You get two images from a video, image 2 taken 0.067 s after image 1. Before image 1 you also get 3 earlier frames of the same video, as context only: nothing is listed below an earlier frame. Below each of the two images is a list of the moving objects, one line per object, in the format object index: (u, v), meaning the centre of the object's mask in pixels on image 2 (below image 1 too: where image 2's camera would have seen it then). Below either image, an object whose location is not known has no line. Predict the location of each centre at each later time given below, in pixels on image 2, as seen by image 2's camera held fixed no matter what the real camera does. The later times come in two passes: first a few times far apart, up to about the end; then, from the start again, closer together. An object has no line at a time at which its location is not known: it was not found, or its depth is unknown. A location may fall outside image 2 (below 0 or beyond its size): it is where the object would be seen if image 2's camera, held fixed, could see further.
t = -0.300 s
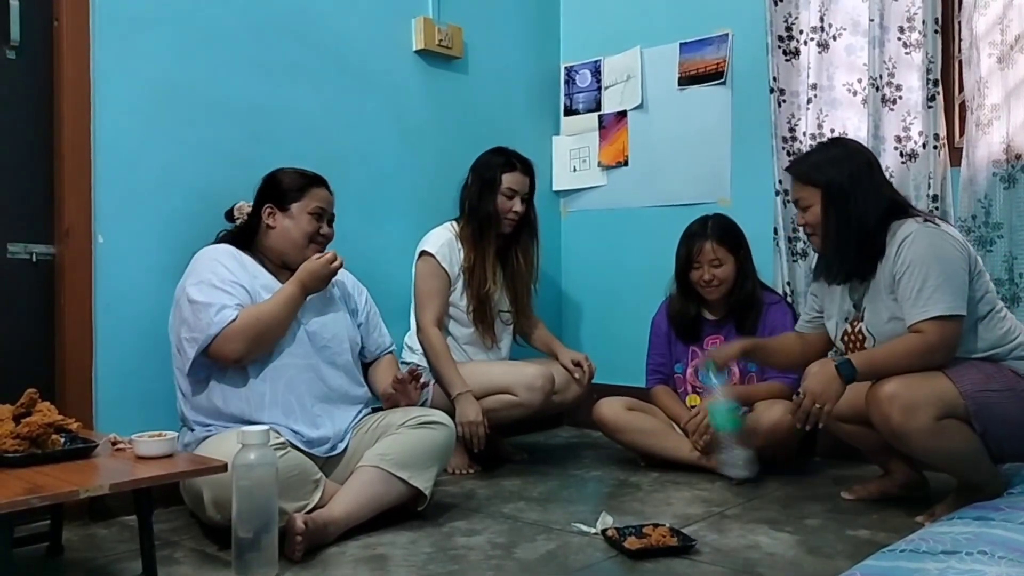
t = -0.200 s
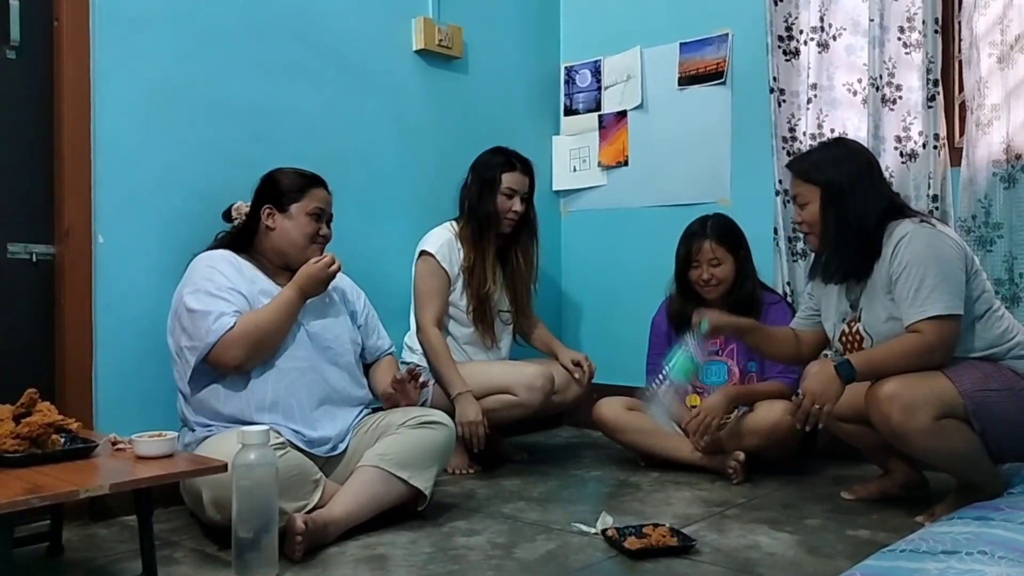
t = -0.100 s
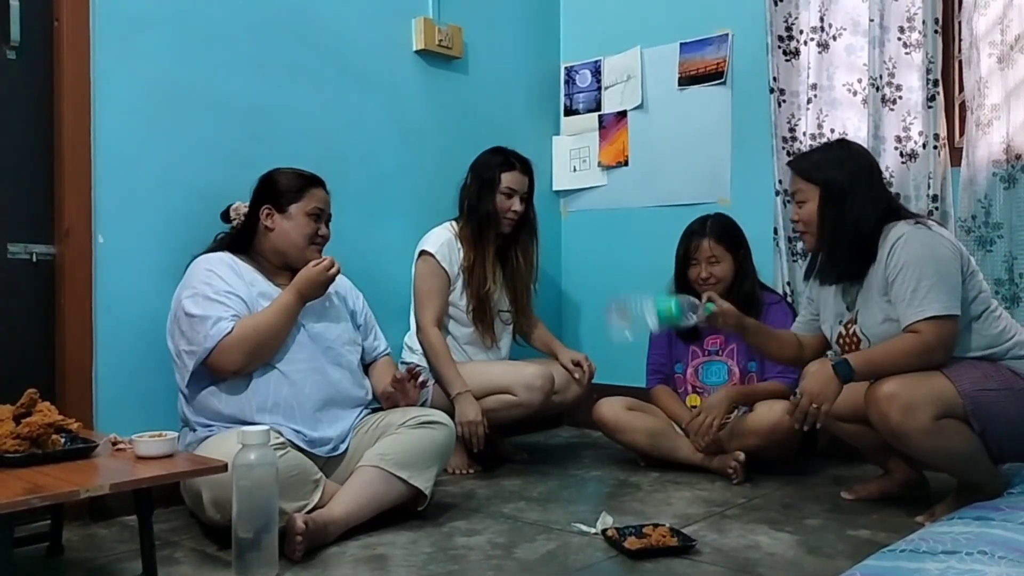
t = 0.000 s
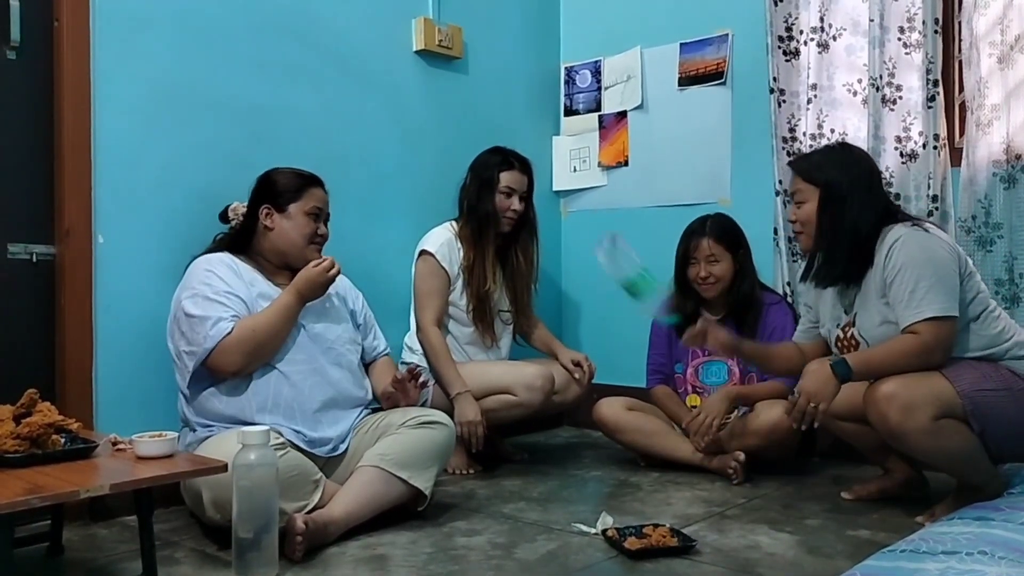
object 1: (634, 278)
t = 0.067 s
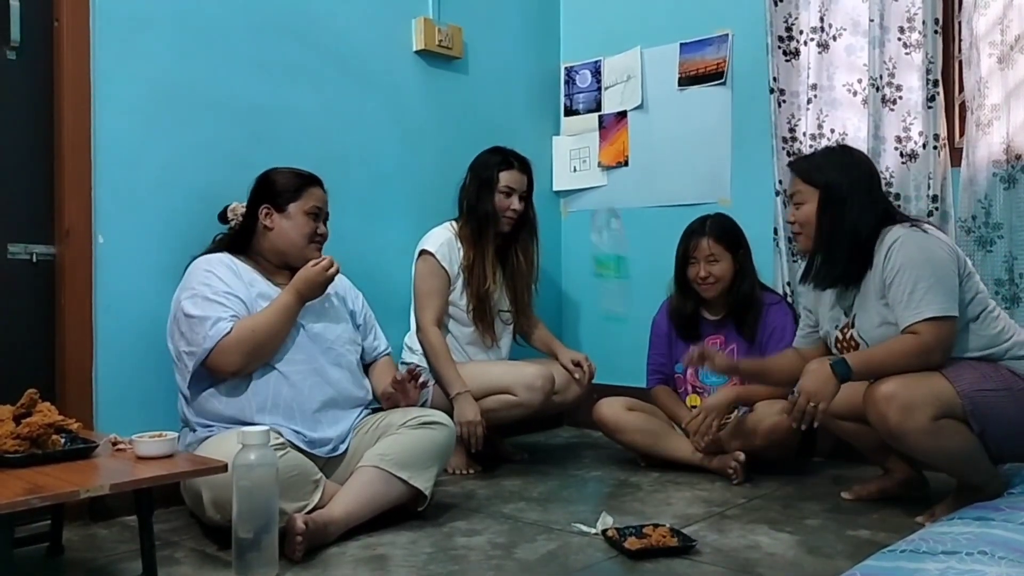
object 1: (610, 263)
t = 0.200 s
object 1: (567, 255)
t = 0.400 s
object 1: (558, 373)
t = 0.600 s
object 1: (535, 462)
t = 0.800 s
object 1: (509, 493)
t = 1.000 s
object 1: (509, 494)
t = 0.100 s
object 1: (599, 260)
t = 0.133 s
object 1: (587, 251)
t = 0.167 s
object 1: (574, 253)
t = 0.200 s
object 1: (567, 255)
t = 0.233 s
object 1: (562, 261)
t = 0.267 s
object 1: (560, 272)
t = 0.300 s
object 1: (558, 289)
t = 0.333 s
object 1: (556, 312)
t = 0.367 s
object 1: (557, 339)
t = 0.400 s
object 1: (558, 373)
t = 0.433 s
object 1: (562, 423)
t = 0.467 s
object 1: (558, 456)
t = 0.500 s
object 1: (555, 457)
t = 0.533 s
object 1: (547, 459)
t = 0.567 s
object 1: (541, 461)
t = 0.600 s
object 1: (535, 462)
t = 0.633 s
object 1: (528, 466)
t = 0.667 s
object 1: (521, 473)
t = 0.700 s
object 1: (513, 484)
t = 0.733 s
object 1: (511, 492)
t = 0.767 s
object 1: (510, 492)
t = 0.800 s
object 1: (509, 493)
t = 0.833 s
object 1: (509, 493)
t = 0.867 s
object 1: (509, 493)
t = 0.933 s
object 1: (508, 493)
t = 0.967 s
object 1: (509, 493)
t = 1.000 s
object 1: (509, 494)
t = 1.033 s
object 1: (509, 493)
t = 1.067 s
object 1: (509, 494)
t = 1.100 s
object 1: (509, 493)
